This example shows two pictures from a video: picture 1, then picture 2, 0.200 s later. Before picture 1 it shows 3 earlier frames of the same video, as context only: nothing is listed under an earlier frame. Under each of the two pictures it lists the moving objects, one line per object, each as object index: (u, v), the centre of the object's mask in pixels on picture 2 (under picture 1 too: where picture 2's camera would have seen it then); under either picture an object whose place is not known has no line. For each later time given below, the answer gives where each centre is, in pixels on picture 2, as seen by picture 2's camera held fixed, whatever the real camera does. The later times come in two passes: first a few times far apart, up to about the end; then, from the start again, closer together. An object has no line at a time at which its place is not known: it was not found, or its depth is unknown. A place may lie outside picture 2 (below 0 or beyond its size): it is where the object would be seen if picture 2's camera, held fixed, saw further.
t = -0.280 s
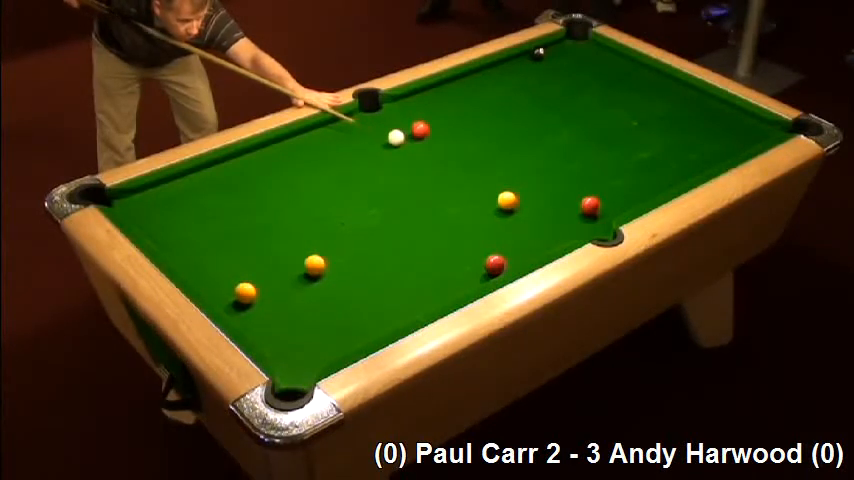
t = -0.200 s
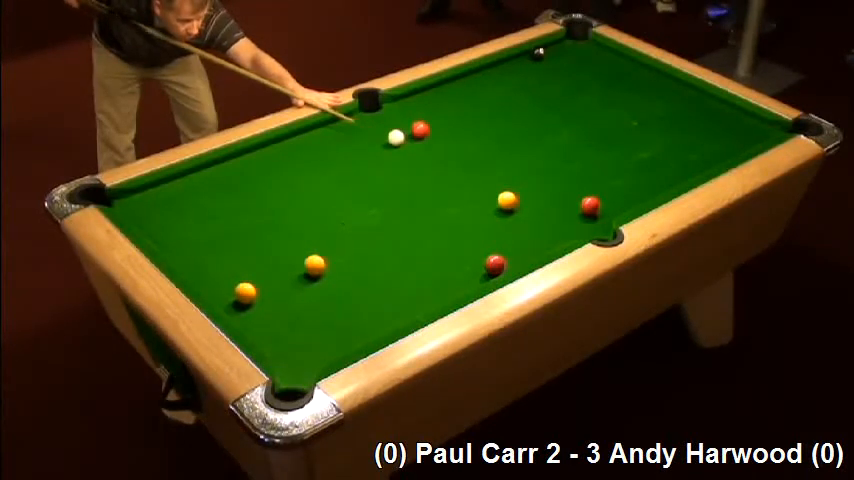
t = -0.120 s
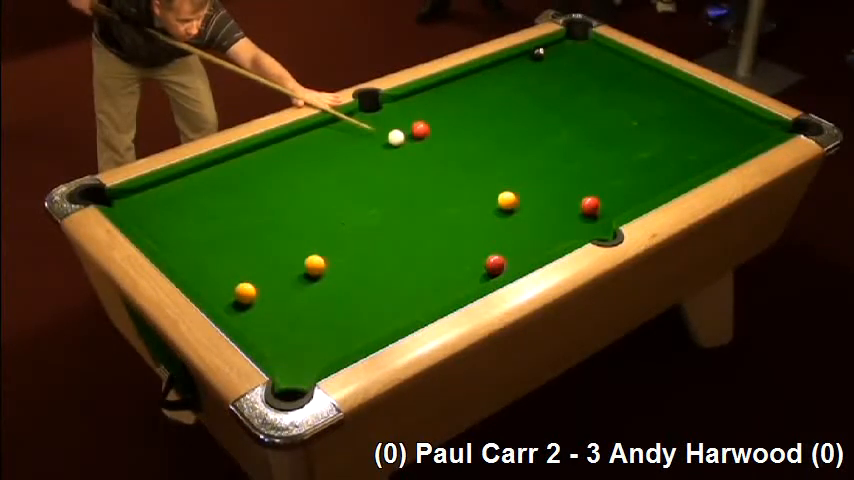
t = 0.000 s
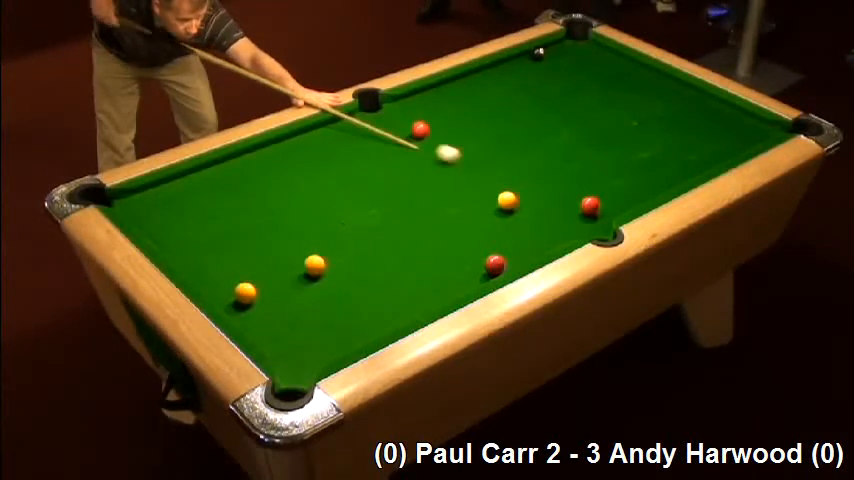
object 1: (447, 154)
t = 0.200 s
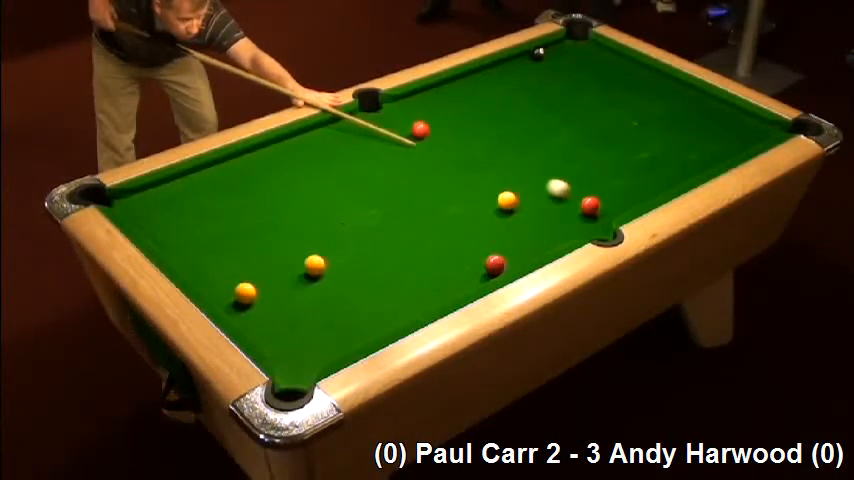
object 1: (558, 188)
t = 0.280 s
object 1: (591, 194)
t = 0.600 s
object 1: (668, 180)
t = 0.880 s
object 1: (691, 149)
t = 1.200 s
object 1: (712, 119)
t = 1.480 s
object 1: (709, 104)
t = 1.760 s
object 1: (668, 104)
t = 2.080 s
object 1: (625, 105)
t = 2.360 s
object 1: (590, 106)
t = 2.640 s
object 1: (558, 107)
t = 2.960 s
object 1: (524, 108)
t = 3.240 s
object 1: (498, 110)
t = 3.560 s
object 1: (471, 111)
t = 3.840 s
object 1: (450, 111)
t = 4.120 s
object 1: (432, 112)
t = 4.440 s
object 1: (416, 112)
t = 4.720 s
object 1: (404, 113)
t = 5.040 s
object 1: (393, 113)
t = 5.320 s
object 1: (386, 113)
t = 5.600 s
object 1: (382, 112)
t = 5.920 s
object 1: (380, 112)
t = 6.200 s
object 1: (381, 112)
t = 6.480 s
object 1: (381, 112)
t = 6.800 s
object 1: (381, 112)
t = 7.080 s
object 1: (381, 112)
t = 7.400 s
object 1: (381, 112)
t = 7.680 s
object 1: (381, 112)
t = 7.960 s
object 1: (381, 112)
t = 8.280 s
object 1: (381, 112)
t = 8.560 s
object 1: (381, 112)
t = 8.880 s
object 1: (381, 112)
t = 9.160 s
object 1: (381, 112)
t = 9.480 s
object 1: (381, 112)
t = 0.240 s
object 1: (575, 193)
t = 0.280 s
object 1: (591, 194)
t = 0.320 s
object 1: (604, 195)
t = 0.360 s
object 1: (616, 194)
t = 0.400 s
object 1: (627, 193)
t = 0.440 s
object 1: (639, 192)
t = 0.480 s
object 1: (650, 190)
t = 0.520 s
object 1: (660, 188)
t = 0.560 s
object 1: (665, 184)
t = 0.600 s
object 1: (668, 180)
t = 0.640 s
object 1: (672, 175)
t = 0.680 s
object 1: (675, 171)
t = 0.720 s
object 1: (679, 167)
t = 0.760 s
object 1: (682, 162)
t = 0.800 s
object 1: (685, 158)
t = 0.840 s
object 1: (688, 153)
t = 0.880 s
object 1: (691, 149)
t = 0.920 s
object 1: (694, 145)
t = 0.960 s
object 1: (697, 141)
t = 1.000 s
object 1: (700, 137)
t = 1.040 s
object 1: (702, 133)
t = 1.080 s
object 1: (705, 130)
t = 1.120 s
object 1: (708, 126)
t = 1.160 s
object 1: (710, 122)
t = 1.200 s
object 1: (712, 119)
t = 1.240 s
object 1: (715, 115)
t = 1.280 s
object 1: (718, 112)
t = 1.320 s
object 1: (720, 109)
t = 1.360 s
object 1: (722, 105)
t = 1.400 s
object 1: (721, 104)
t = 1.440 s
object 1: (714, 103)
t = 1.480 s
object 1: (709, 104)
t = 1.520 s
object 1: (703, 104)
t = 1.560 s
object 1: (697, 104)
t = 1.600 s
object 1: (691, 104)
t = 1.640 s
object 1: (685, 104)
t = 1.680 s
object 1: (679, 104)
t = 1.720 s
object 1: (674, 104)
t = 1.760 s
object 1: (668, 104)
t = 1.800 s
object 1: (663, 104)
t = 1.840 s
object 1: (657, 104)
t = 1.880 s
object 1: (652, 104)
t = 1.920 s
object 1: (646, 105)
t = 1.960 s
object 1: (641, 105)
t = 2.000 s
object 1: (635, 105)
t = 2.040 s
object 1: (630, 105)
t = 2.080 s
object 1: (625, 105)
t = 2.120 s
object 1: (620, 105)
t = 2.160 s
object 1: (615, 106)
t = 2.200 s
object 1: (610, 106)
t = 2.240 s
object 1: (605, 106)
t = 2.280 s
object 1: (600, 106)
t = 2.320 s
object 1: (595, 106)
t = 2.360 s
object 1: (590, 106)
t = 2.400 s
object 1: (586, 106)
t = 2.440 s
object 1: (581, 106)
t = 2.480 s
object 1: (576, 106)
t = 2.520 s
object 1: (571, 107)
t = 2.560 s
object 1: (567, 107)
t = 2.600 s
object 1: (563, 107)
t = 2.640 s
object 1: (558, 107)
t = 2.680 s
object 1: (554, 107)
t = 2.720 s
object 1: (549, 108)
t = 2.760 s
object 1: (545, 108)
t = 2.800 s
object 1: (541, 108)
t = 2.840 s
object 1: (536, 108)
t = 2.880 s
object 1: (532, 108)
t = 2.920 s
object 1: (528, 108)
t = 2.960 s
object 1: (524, 108)
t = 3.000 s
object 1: (520, 109)
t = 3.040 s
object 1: (516, 109)
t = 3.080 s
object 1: (513, 109)
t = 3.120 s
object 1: (509, 109)
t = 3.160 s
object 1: (505, 109)
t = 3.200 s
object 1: (501, 110)
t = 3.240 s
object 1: (498, 110)
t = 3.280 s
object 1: (494, 110)
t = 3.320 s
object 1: (491, 110)
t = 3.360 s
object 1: (487, 110)
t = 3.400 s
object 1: (484, 110)
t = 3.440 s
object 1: (480, 110)
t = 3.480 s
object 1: (477, 110)
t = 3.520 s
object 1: (474, 111)
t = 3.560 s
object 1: (471, 111)
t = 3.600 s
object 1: (468, 111)
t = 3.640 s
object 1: (465, 111)
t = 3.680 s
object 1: (462, 111)
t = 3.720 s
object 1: (459, 111)
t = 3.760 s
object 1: (456, 111)
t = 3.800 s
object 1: (453, 111)
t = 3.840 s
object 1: (450, 111)
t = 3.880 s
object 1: (447, 112)
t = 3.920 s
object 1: (445, 112)
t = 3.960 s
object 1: (442, 112)
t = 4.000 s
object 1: (440, 112)
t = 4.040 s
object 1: (437, 112)
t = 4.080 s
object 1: (435, 112)
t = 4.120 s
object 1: (432, 112)
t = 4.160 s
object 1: (430, 112)
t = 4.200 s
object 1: (428, 112)
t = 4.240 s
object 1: (426, 113)
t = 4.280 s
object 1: (424, 113)
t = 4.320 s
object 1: (422, 112)
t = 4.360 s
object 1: (420, 112)
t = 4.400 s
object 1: (418, 112)
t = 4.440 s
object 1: (416, 112)
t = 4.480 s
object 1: (413, 113)
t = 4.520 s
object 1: (412, 112)
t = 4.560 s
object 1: (410, 113)
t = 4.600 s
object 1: (408, 113)
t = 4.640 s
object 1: (406, 113)
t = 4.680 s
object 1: (405, 113)
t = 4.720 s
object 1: (404, 113)
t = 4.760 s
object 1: (402, 113)
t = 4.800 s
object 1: (400, 113)
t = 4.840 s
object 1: (399, 113)
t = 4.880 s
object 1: (398, 113)
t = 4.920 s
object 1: (396, 113)
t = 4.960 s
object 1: (395, 113)
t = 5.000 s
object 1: (394, 113)
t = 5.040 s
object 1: (393, 113)
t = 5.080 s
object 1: (391, 113)
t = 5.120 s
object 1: (391, 113)
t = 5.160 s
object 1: (390, 113)
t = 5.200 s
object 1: (389, 113)
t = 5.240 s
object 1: (388, 113)
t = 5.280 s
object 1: (387, 113)
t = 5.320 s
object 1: (386, 113)
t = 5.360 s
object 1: (385, 112)
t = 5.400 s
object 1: (385, 112)
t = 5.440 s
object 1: (384, 112)
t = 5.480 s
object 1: (384, 112)
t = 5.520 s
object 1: (383, 112)
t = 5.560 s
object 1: (382, 112)
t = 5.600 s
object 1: (382, 112)
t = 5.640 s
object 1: (382, 112)
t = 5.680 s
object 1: (381, 112)
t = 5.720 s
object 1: (381, 112)
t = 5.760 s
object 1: (381, 112)
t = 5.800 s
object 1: (381, 112)
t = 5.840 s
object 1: (381, 112)
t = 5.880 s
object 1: (381, 112)
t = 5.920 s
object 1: (380, 112)
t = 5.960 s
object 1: (380, 112)
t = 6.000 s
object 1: (381, 112)
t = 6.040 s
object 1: (381, 112)
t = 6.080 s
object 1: (381, 112)
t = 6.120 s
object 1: (381, 112)
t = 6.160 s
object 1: (381, 112)
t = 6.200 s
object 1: (381, 112)
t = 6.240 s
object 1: (381, 112)
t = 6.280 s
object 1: (381, 112)
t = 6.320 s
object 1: (381, 112)
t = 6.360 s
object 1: (381, 112)
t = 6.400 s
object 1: (381, 112)
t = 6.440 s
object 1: (381, 112)
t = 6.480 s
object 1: (381, 112)
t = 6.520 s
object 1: (381, 112)
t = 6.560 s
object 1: (381, 112)
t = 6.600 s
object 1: (381, 112)
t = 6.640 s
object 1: (381, 112)
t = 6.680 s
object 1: (381, 112)
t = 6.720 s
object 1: (381, 112)
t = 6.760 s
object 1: (381, 112)
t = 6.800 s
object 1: (381, 112)
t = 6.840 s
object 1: (381, 112)
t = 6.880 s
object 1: (381, 112)
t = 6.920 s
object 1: (381, 112)
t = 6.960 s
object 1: (381, 112)
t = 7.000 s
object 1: (381, 112)
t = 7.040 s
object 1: (381, 112)
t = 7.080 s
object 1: (381, 112)
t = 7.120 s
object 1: (381, 112)
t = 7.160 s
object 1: (381, 112)
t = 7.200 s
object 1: (381, 112)
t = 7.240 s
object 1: (381, 112)
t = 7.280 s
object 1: (381, 112)
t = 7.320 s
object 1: (381, 112)
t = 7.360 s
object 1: (381, 112)
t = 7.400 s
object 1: (381, 112)
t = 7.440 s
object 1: (381, 112)
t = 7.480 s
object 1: (381, 112)
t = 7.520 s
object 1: (381, 112)
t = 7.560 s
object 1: (381, 112)
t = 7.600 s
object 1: (381, 112)
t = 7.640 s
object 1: (381, 112)
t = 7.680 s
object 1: (381, 112)
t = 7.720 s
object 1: (381, 112)
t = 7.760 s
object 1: (381, 112)
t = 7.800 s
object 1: (381, 112)
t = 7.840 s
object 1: (381, 112)
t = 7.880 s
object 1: (381, 112)
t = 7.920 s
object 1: (381, 112)
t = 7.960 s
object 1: (381, 112)
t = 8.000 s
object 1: (381, 112)
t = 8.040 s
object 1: (381, 112)
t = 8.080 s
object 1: (381, 112)
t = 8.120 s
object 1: (381, 112)
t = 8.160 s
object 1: (381, 112)
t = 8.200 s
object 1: (381, 112)
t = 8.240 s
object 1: (381, 112)
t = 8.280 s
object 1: (381, 112)
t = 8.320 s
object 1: (381, 112)
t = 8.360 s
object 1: (381, 112)
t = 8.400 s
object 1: (381, 112)
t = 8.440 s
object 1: (381, 112)
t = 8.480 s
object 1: (381, 112)
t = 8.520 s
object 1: (381, 112)
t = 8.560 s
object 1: (381, 112)
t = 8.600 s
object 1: (381, 112)
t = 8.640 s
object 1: (381, 112)
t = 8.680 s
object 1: (381, 112)
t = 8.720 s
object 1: (381, 112)
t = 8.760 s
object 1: (381, 112)
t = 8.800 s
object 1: (381, 112)
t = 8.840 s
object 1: (381, 112)
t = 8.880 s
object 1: (381, 112)
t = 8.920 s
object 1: (381, 112)
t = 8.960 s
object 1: (381, 112)
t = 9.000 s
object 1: (381, 112)
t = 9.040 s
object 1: (381, 112)
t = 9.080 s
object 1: (381, 112)
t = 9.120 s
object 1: (381, 112)
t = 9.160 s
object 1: (381, 112)
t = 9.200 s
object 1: (381, 112)
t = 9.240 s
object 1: (381, 112)
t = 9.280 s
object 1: (381, 112)
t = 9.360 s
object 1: (381, 112)
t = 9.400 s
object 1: (381, 112)
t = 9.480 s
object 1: (381, 112)
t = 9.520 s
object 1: (381, 112)
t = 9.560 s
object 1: (381, 112)
